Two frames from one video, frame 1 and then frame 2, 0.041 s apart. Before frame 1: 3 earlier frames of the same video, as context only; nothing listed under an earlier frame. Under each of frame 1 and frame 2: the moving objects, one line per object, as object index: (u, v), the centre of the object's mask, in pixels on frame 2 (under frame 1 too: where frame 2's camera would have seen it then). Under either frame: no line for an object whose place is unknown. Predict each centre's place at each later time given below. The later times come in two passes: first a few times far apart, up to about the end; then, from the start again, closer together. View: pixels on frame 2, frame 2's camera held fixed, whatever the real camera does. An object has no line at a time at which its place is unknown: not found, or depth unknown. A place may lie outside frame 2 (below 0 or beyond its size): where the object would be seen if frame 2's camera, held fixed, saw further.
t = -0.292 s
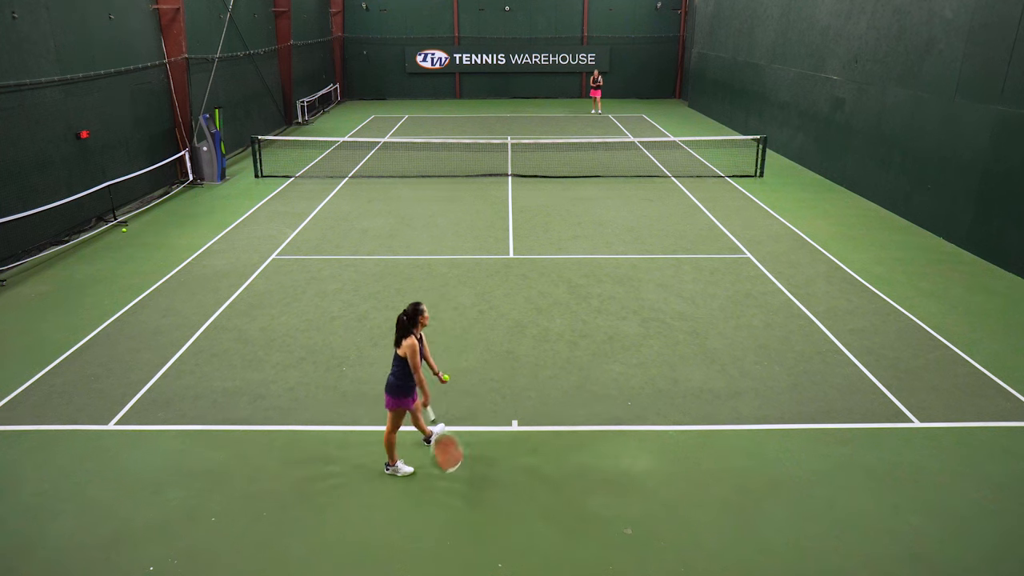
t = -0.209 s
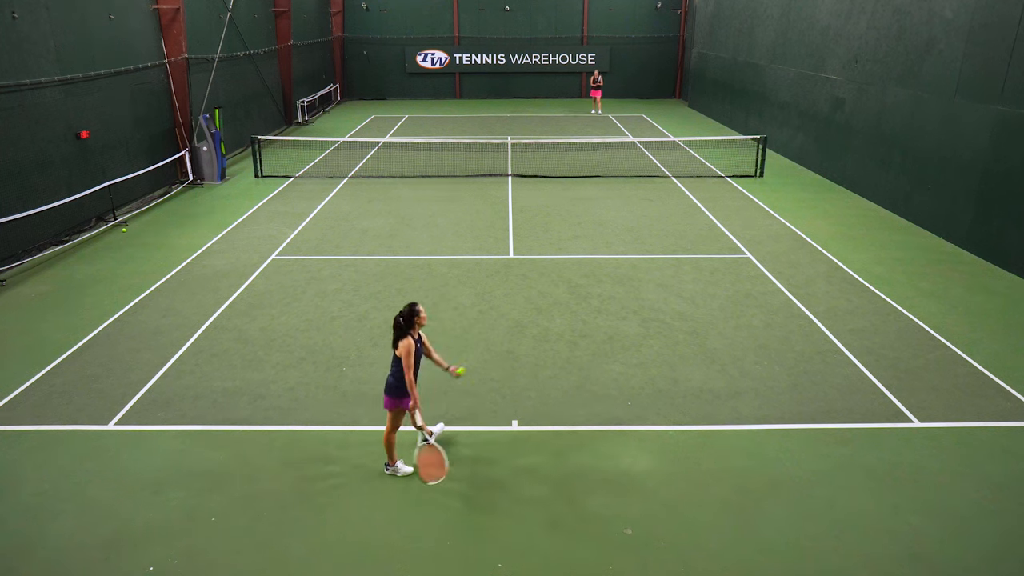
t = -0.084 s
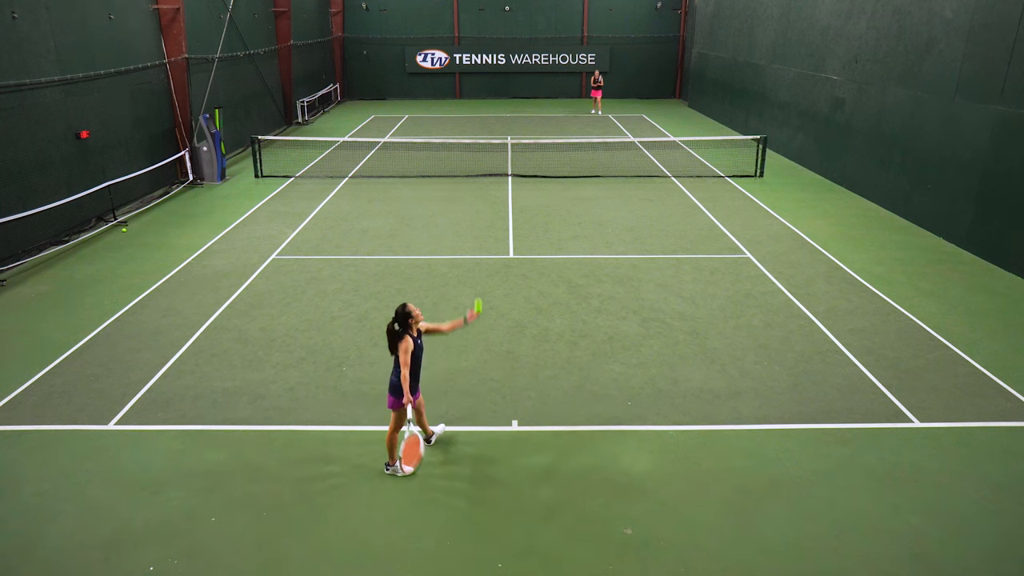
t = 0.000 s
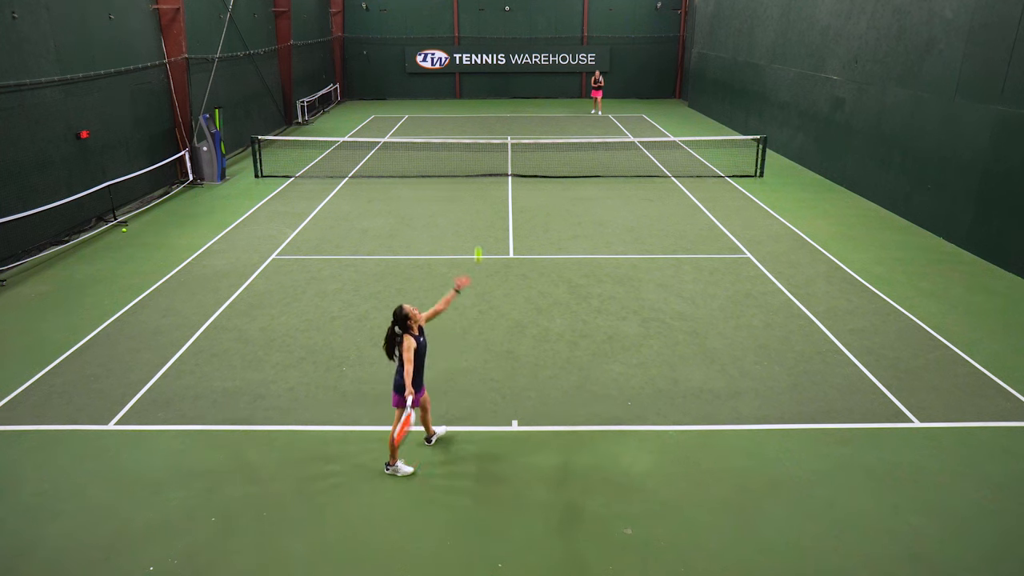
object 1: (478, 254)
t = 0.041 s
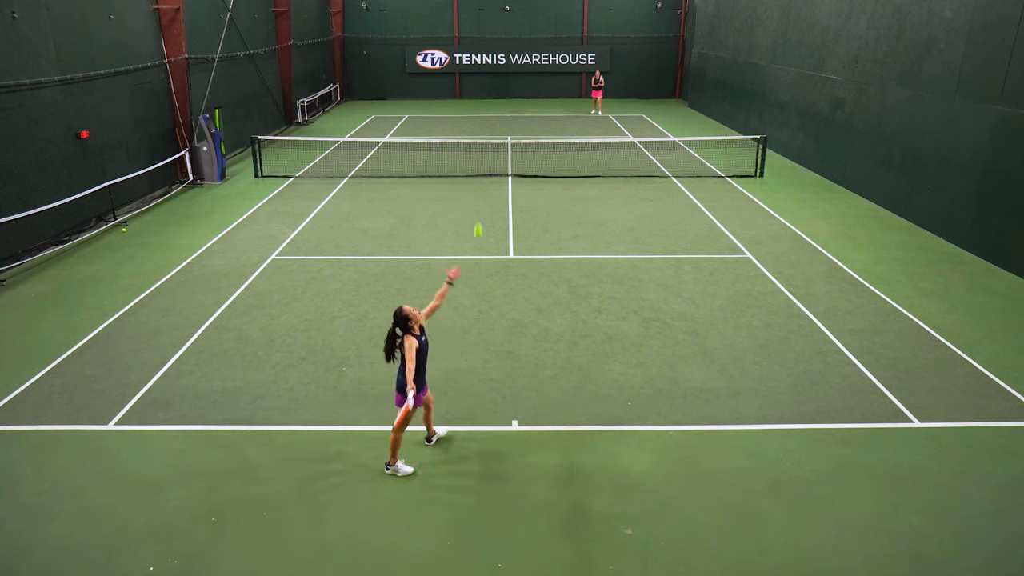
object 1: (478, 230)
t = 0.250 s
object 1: (479, 134)
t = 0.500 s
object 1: (481, 80)
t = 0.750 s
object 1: (485, 97)
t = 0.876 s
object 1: (487, 132)
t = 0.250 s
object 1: (479, 134)
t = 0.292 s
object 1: (480, 121)
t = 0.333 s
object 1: (480, 109)
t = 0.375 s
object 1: (480, 98)
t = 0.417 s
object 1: (480, 90)
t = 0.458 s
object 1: (481, 84)
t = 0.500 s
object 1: (481, 80)
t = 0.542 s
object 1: (482, 78)
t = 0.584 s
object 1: (482, 78)
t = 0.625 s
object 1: (483, 79)
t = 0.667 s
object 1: (484, 83)
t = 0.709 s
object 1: (484, 89)
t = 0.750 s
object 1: (485, 97)
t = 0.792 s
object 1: (486, 107)
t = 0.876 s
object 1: (487, 132)
